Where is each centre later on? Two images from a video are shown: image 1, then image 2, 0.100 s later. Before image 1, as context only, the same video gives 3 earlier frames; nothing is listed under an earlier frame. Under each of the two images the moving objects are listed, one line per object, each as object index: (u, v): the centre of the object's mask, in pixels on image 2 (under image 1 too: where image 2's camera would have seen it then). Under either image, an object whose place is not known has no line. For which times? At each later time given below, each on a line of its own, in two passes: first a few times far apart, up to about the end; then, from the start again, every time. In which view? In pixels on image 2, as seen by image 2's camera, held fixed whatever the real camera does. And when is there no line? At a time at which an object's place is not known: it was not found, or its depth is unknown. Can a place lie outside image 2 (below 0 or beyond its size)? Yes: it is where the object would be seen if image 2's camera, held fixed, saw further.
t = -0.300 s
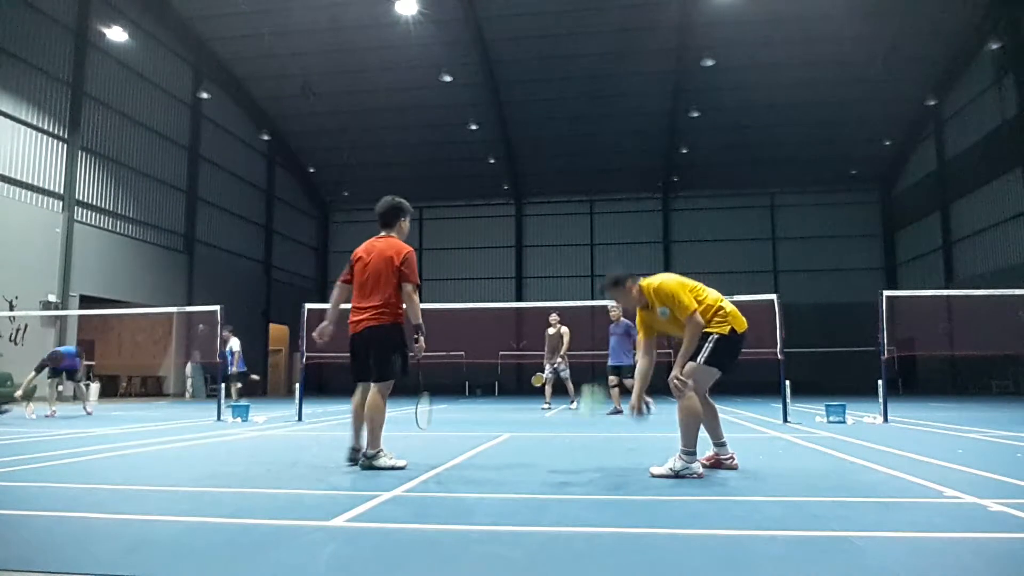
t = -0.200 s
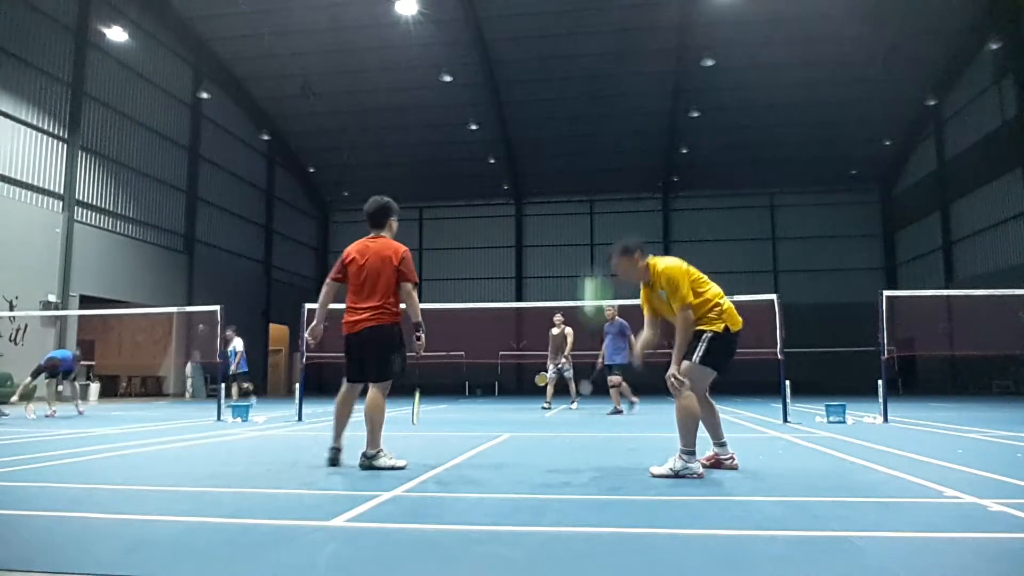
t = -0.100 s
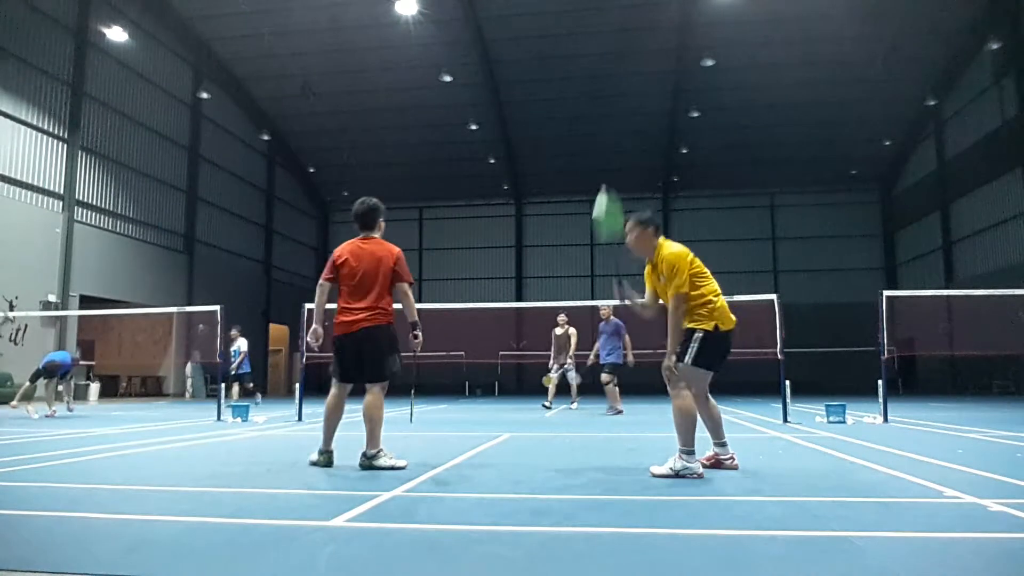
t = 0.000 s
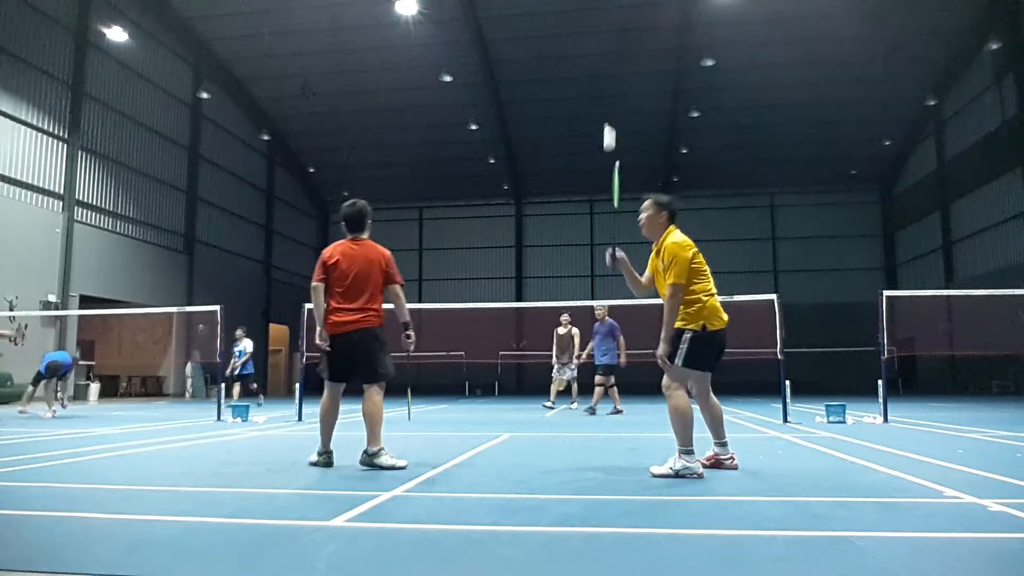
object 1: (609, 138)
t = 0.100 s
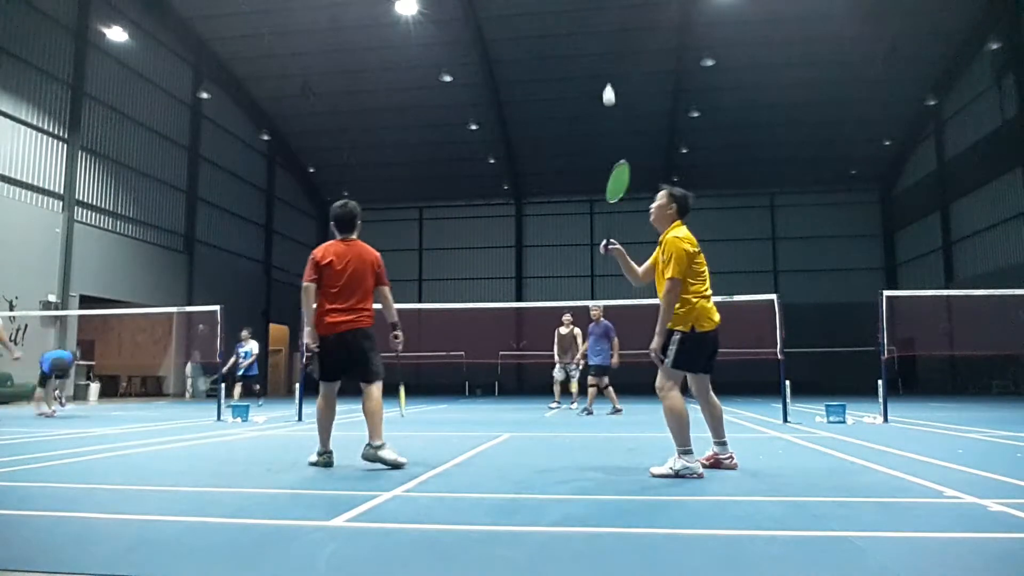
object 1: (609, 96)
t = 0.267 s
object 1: (608, 64)
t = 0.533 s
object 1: (615, 98)
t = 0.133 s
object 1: (608, 86)
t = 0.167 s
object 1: (608, 78)
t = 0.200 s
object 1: (608, 72)
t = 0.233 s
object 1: (608, 67)
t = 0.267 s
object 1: (608, 64)
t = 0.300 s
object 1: (609, 64)
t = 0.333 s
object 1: (609, 64)
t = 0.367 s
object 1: (610, 66)
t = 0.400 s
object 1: (611, 70)
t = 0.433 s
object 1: (612, 75)
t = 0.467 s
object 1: (613, 81)
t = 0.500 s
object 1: (614, 89)
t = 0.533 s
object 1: (615, 98)
